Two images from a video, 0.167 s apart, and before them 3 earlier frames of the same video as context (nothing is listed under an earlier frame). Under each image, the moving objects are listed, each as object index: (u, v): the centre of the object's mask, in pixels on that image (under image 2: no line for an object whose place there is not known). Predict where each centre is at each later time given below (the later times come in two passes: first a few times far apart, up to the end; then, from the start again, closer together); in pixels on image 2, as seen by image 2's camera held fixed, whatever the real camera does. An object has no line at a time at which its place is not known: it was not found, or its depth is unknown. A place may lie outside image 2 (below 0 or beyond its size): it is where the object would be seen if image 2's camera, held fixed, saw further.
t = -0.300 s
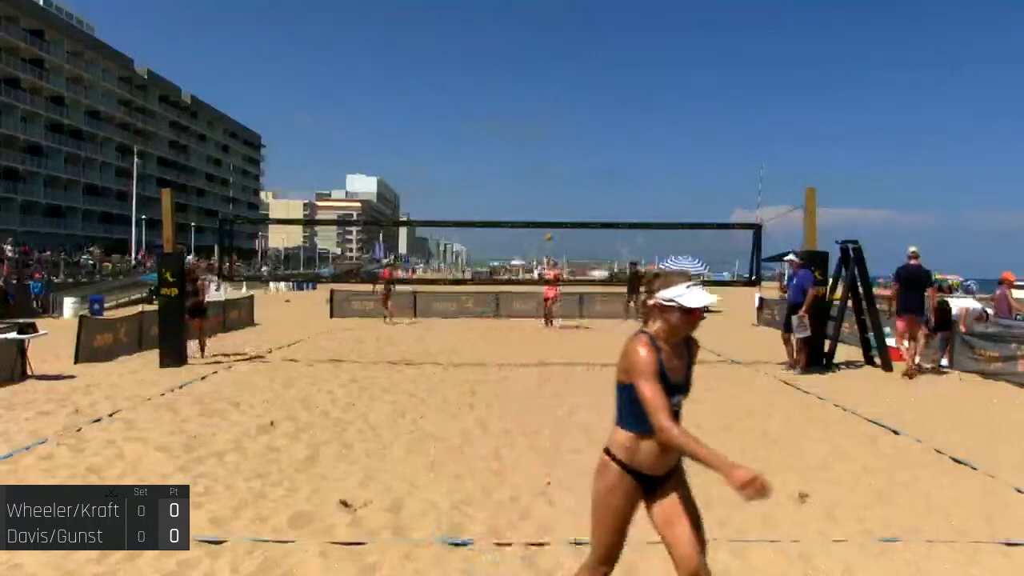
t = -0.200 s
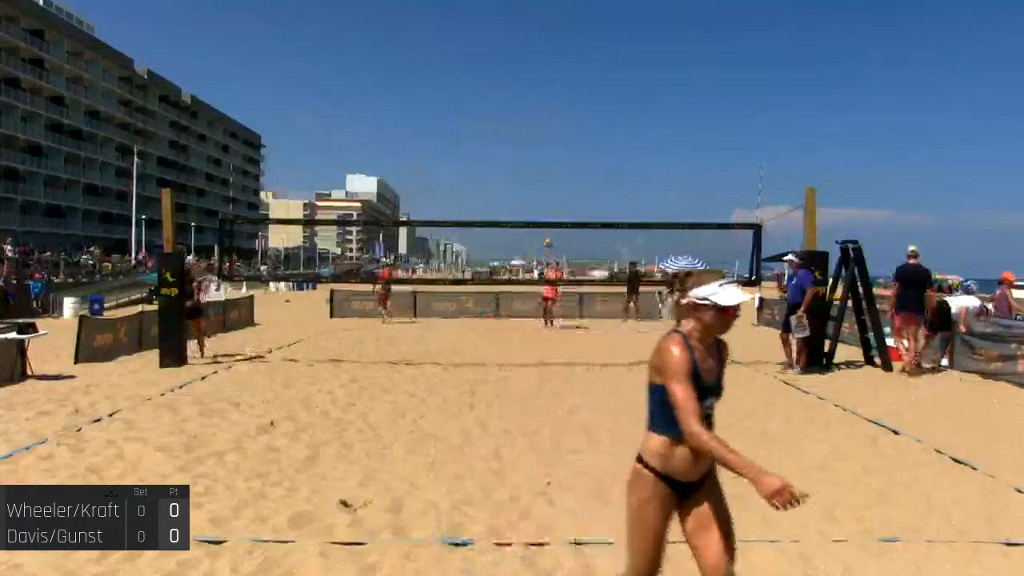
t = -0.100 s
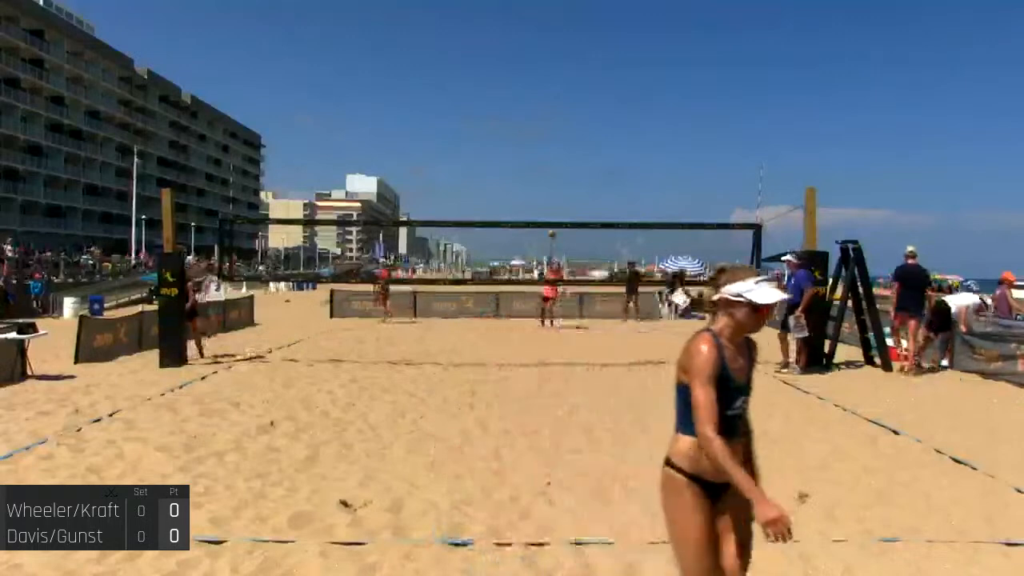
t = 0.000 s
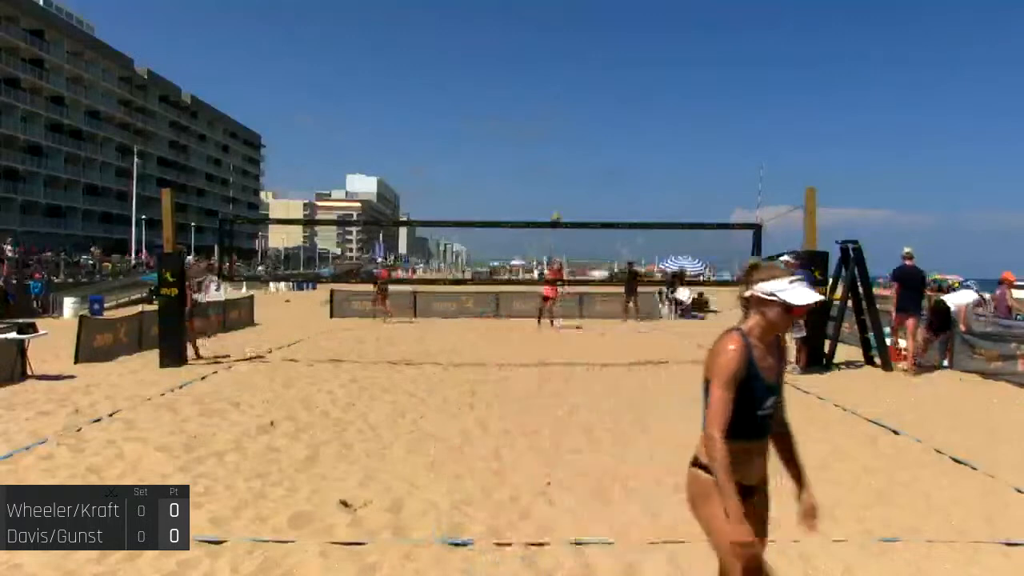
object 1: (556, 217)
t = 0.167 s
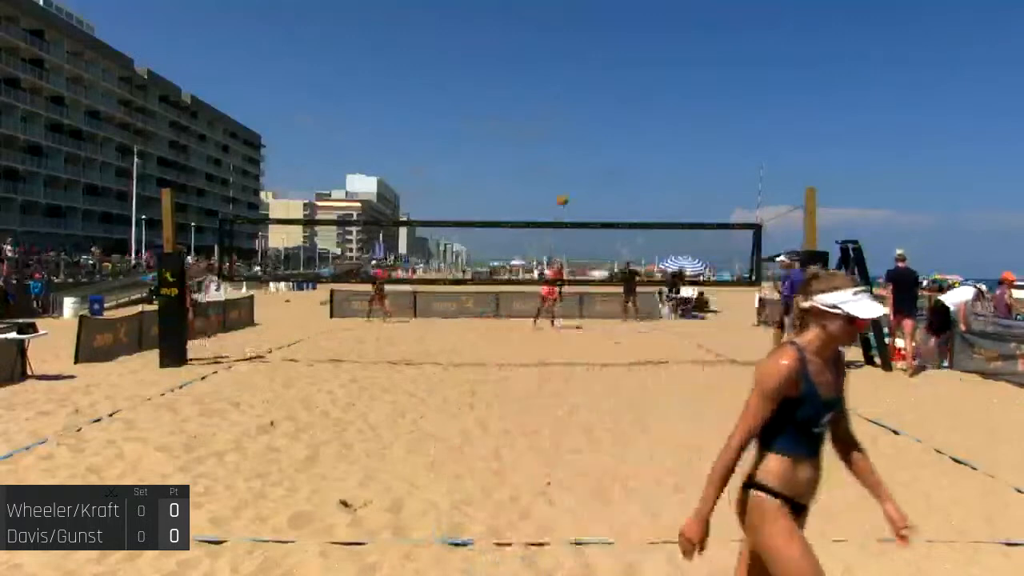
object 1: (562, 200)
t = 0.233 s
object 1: (566, 197)
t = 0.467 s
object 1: (584, 201)
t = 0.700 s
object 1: (621, 250)
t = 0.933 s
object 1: (682, 417)
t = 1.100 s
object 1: (750, 447)
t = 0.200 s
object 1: (562, 199)
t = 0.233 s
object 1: (566, 197)
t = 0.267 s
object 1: (567, 196)
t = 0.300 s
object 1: (569, 195)
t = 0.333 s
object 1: (571, 195)
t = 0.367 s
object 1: (574, 196)
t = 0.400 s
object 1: (577, 197)
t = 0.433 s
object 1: (581, 198)
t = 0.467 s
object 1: (584, 201)
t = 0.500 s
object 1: (589, 205)
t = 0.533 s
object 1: (593, 209)
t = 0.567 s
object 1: (598, 213)
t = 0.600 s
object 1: (603, 219)
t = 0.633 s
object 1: (607, 229)
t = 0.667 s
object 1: (613, 239)
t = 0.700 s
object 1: (621, 250)
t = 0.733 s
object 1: (624, 263)
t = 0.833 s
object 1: (651, 324)
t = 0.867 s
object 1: (661, 352)
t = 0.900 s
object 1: (671, 383)
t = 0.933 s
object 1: (682, 417)
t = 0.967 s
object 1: (695, 460)
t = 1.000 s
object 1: (711, 502)
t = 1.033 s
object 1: (723, 483)
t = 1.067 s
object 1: (737, 465)
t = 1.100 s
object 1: (750, 447)
